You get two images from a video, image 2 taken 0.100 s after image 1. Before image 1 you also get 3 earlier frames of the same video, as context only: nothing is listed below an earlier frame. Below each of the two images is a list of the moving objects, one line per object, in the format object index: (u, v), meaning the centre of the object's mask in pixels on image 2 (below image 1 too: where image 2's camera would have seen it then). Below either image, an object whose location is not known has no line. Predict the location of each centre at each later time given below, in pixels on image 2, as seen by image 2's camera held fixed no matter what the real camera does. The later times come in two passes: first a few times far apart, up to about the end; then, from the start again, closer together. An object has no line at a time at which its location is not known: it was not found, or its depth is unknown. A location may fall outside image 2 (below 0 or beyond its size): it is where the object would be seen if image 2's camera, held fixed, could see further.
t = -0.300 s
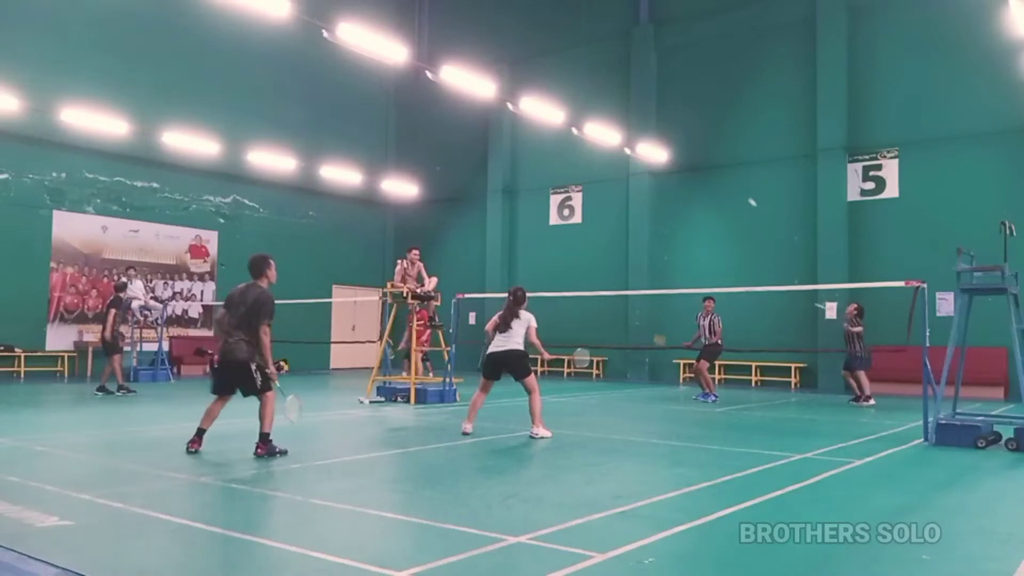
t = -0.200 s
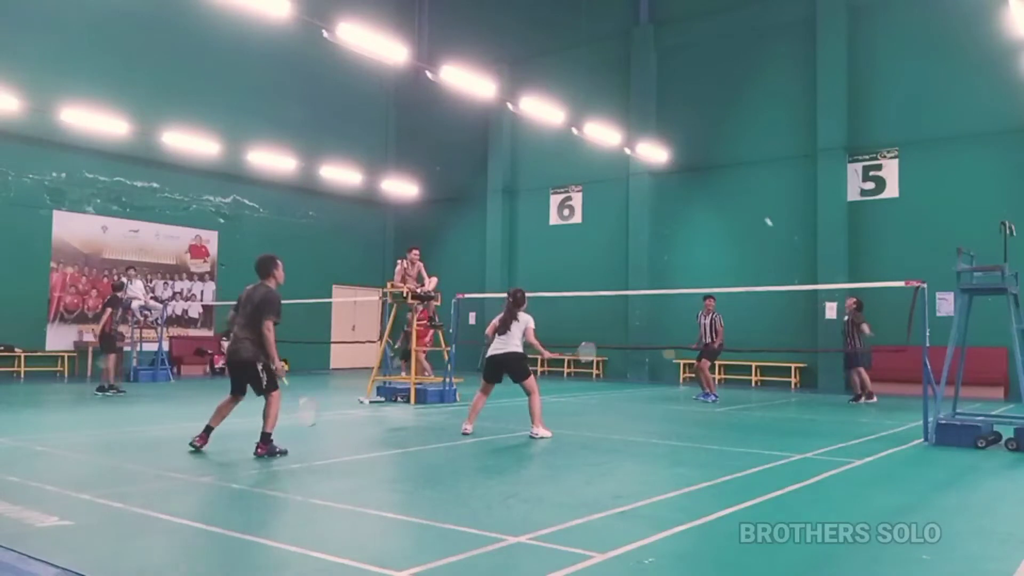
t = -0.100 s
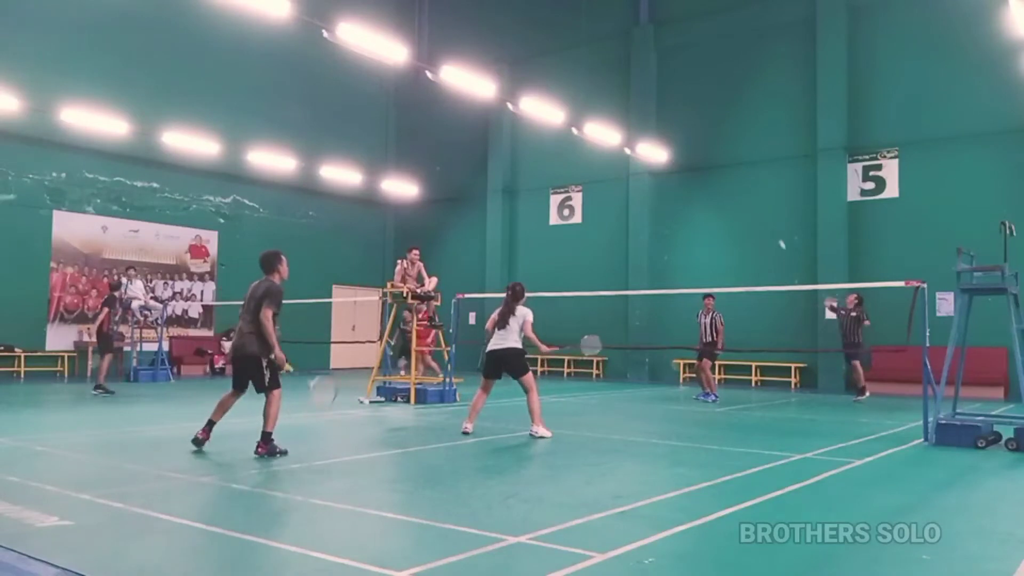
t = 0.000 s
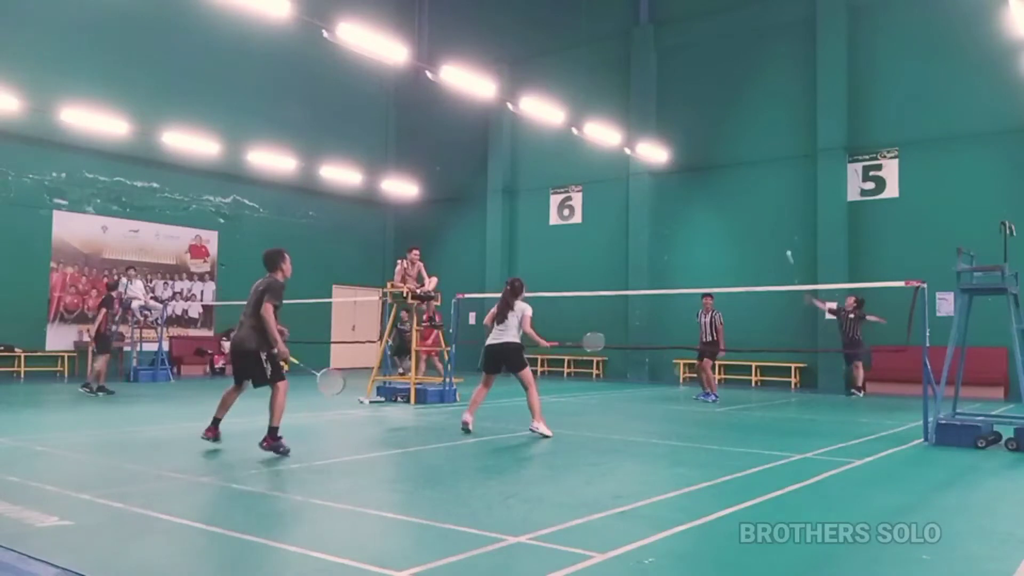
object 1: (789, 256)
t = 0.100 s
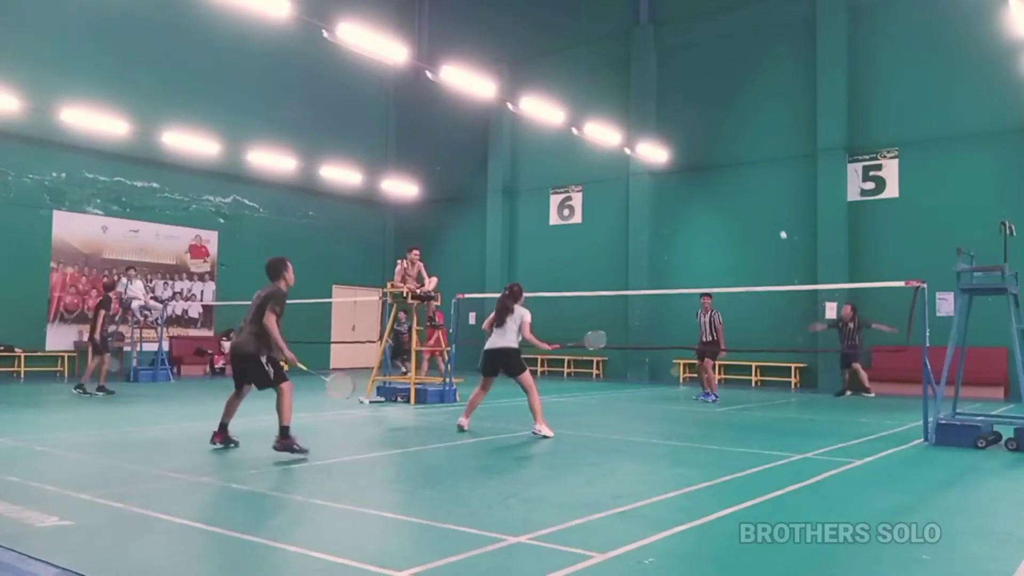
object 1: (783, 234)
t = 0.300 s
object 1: (773, 221)
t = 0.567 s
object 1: (758, 270)
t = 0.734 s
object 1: (749, 350)
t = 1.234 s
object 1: (731, 467)
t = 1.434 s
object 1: (728, 500)
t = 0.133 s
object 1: (781, 230)
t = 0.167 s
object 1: (780, 224)
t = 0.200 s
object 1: (777, 223)
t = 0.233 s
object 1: (776, 221)
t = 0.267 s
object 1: (774, 221)
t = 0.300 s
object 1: (773, 221)
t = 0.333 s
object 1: (771, 222)
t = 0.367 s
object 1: (769, 225)
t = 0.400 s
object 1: (767, 229)
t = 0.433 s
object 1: (765, 234)
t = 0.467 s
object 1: (764, 241)
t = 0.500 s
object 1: (761, 249)
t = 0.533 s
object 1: (760, 259)
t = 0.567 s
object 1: (758, 270)
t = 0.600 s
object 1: (757, 282)
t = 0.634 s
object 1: (755, 298)
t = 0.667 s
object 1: (753, 314)
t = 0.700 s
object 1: (751, 332)
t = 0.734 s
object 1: (749, 350)
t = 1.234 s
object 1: (731, 467)
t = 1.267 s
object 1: (730, 472)
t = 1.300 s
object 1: (730, 480)
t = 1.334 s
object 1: (729, 491)
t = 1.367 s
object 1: (728, 502)
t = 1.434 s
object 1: (728, 500)
